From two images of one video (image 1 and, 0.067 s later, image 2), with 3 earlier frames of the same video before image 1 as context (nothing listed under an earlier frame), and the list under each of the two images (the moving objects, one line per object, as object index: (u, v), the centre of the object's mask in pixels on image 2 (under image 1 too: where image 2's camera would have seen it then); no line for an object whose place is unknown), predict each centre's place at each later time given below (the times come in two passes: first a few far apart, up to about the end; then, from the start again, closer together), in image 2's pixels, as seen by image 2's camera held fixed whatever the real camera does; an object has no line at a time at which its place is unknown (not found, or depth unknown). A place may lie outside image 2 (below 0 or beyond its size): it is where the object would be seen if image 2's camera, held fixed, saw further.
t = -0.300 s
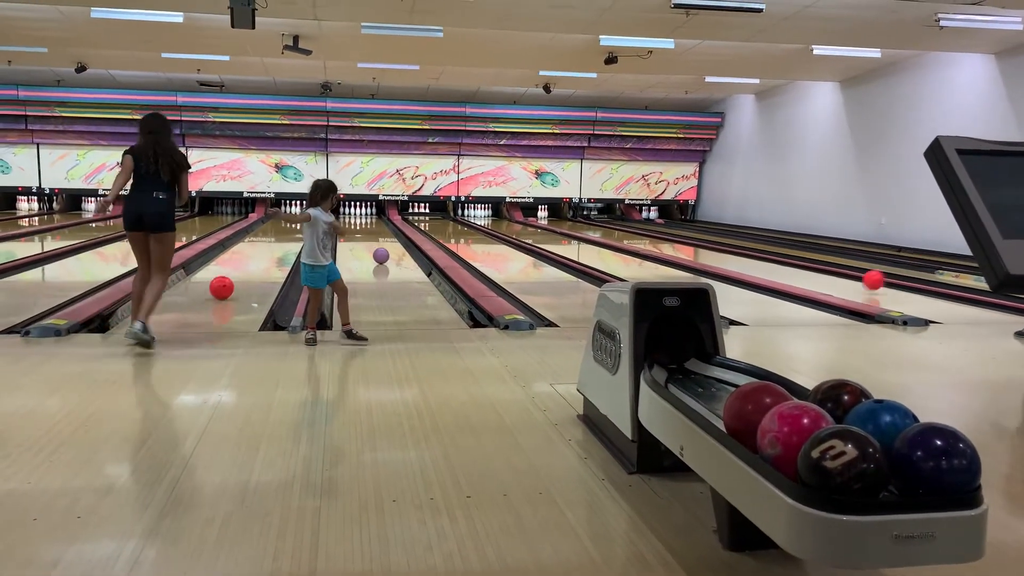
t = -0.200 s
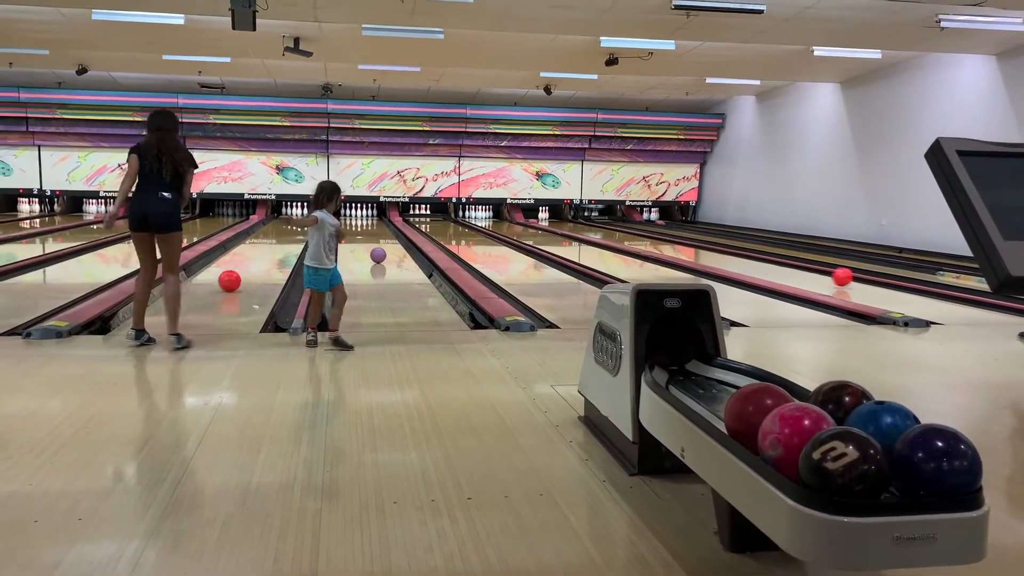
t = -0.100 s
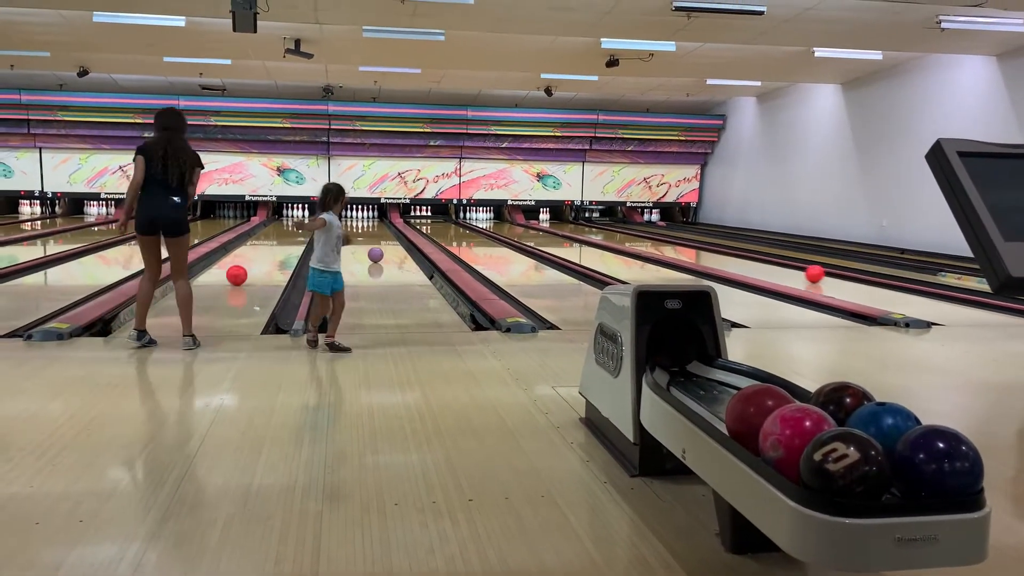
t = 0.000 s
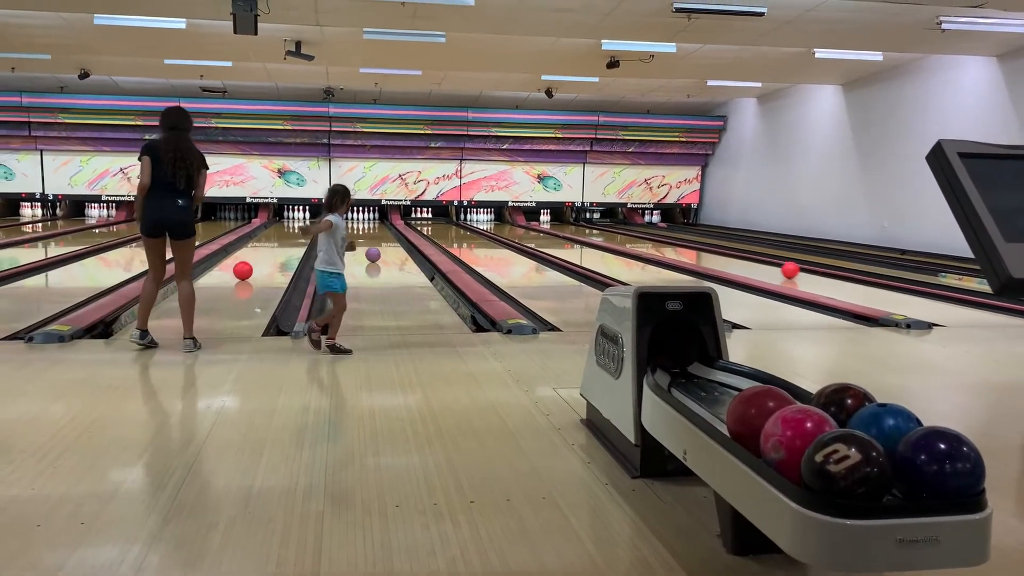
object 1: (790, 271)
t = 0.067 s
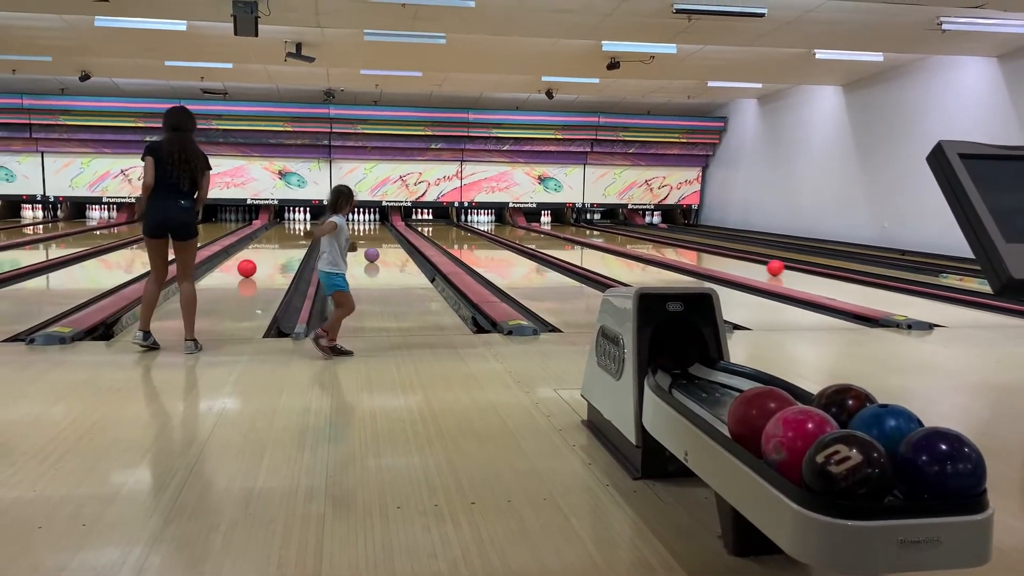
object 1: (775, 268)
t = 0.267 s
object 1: (734, 260)
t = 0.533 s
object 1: (690, 251)
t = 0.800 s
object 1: (656, 244)
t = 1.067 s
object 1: (628, 238)
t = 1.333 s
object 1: (604, 234)
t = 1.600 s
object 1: (584, 231)
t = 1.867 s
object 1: (566, 227)
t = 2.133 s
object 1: (552, 224)
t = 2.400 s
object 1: (540, 221)
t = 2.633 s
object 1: (533, 220)
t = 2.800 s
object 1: (525, 218)
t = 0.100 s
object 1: (767, 267)
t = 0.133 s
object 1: (760, 265)
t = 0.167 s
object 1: (753, 264)
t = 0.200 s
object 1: (747, 263)
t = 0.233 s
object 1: (740, 261)
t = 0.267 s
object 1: (734, 260)
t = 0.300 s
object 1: (728, 259)
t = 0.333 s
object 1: (722, 257)
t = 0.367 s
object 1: (716, 256)
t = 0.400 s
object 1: (711, 255)
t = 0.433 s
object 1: (705, 254)
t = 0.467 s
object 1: (700, 254)
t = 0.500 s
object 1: (695, 252)
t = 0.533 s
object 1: (690, 251)
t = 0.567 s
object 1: (685, 250)
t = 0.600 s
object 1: (681, 249)
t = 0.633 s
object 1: (676, 248)
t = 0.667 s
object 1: (672, 247)
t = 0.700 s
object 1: (668, 247)
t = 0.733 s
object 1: (663, 246)
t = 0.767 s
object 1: (660, 245)
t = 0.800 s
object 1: (656, 244)
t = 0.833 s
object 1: (652, 244)
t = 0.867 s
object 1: (648, 243)
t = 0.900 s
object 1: (645, 242)
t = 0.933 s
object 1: (641, 242)
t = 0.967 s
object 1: (638, 241)
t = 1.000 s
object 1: (635, 240)
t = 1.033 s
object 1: (630, 239)
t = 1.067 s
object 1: (628, 238)
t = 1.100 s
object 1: (624, 238)
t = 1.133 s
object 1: (621, 237)
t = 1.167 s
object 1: (618, 237)
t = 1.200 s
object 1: (615, 236)
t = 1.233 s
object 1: (612, 236)
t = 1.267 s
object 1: (609, 235)
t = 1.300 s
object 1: (607, 235)
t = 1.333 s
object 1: (604, 234)
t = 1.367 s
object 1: (601, 234)
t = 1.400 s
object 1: (599, 233)
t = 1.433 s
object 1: (596, 233)
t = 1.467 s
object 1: (593, 232)
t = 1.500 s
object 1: (590, 232)
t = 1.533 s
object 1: (588, 232)
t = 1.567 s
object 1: (586, 232)
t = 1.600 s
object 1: (584, 231)
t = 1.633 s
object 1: (580, 231)
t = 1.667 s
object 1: (579, 230)
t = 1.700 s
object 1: (577, 230)
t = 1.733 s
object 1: (575, 229)
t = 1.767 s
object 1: (574, 229)
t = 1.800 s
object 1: (570, 228)
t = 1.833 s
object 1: (568, 227)
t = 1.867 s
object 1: (566, 227)
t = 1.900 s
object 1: (565, 226)
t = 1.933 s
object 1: (563, 226)
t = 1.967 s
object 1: (561, 226)
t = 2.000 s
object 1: (559, 226)
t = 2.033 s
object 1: (557, 225)
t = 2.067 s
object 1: (556, 225)
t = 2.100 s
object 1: (553, 225)
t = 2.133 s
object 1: (552, 224)
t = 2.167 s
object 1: (552, 224)
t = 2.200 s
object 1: (549, 224)
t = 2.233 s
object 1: (549, 223)
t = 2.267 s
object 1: (546, 224)
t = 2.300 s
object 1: (543, 222)
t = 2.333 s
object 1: (542, 222)
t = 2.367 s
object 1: (541, 222)
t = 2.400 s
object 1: (540, 221)
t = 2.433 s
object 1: (538, 222)
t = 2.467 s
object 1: (536, 221)
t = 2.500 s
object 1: (536, 221)
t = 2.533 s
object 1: (534, 220)
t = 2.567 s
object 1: (535, 221)
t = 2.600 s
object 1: (533, 220)
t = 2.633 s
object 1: (533, 220)
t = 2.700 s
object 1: (527, 219)
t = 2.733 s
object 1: (527, 219)
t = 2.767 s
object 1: (526, 219)
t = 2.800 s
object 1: (525, 218)
